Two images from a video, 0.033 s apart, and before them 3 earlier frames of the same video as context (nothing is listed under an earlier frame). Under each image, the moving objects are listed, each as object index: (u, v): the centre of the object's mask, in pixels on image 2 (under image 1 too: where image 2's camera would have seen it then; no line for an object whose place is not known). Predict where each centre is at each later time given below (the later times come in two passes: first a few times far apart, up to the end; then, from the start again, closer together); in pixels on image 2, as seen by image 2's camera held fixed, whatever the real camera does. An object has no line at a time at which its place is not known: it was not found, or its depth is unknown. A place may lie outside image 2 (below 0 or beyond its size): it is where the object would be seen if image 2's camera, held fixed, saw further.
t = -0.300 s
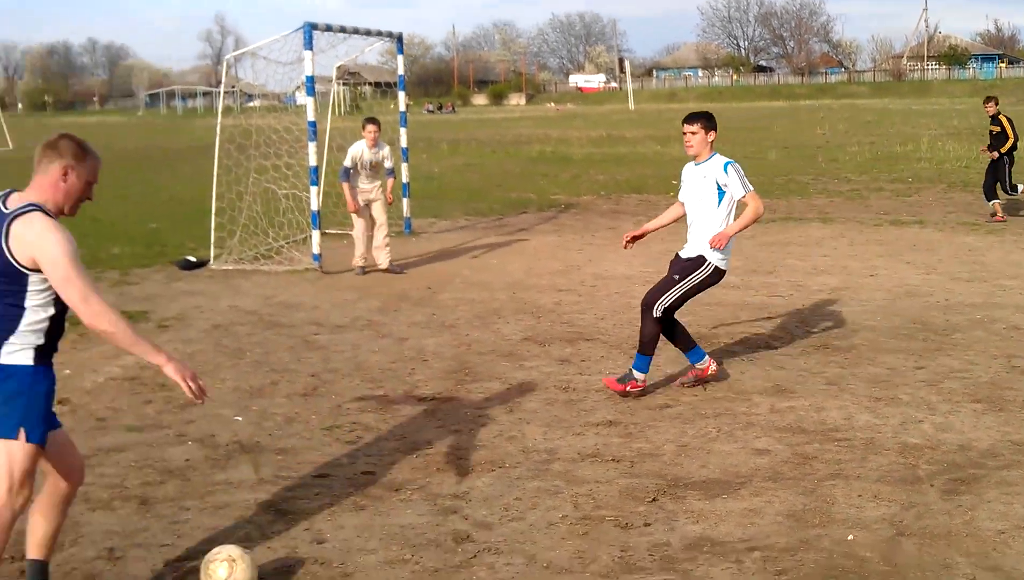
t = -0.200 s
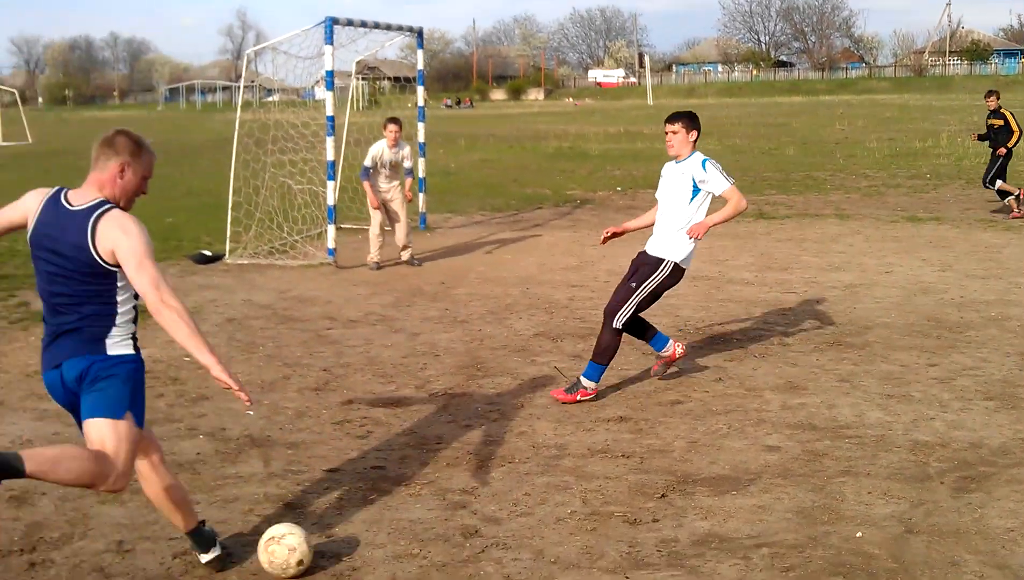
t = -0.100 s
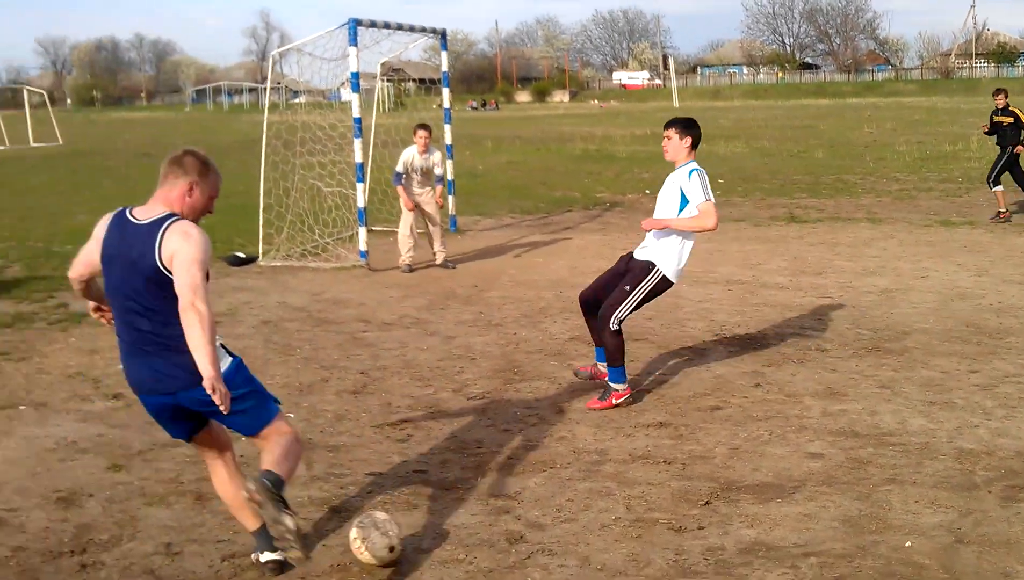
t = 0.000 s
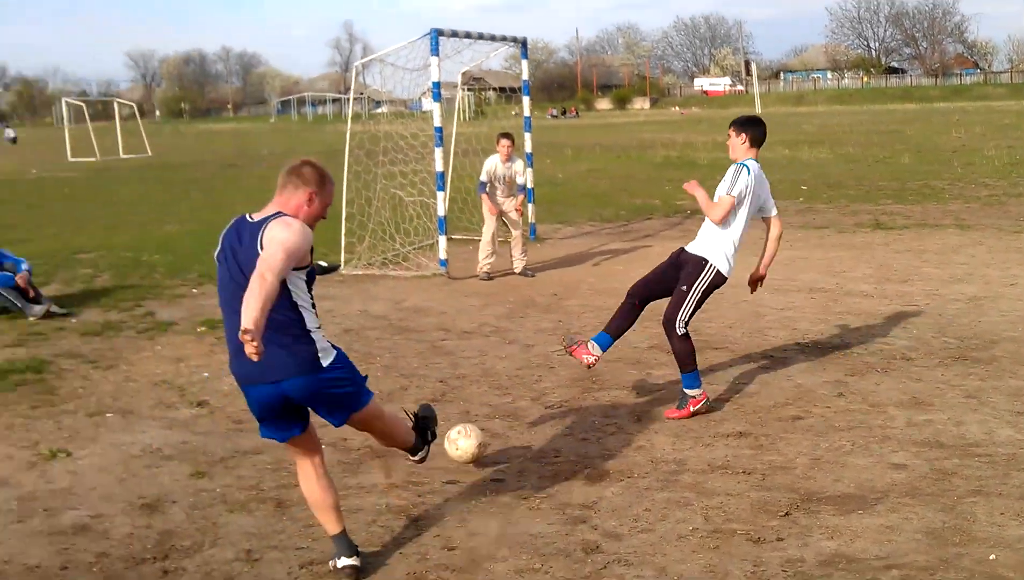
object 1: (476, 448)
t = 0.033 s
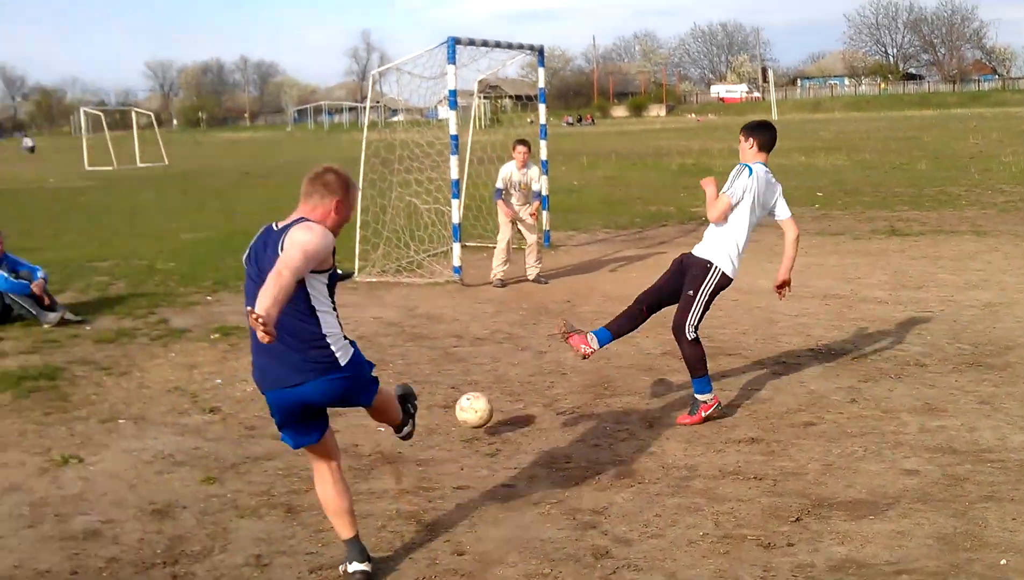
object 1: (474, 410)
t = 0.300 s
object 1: (444, 276)
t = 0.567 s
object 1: (374, 171)
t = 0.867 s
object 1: (406, 182)
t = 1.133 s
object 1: (443, 266)
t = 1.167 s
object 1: (442, 272)
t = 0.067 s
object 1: (472, 380)
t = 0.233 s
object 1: (452, 296)
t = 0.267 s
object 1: (448, 285)
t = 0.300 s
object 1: (444, 276)
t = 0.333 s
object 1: (435, 258)
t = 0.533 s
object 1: (379, 175)
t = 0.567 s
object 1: (374, 171)
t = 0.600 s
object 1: (371, 165)
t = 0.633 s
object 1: (370, 163)
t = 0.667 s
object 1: (375, 163)
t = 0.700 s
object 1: (380, 163)
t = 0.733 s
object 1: (385, 164)
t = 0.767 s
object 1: (392, 167)
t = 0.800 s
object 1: (396, 171)
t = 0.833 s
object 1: (401, 176)
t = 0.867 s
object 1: (406, 182)
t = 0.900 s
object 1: (411, 189)
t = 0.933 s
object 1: (417, 198)
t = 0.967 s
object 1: (422, 207)
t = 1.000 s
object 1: (426, 218)
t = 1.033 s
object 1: (432, 230)
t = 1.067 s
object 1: (436, 243)
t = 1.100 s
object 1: (441, 256)
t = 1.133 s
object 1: (443, 266)
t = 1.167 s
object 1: (442, 272)
